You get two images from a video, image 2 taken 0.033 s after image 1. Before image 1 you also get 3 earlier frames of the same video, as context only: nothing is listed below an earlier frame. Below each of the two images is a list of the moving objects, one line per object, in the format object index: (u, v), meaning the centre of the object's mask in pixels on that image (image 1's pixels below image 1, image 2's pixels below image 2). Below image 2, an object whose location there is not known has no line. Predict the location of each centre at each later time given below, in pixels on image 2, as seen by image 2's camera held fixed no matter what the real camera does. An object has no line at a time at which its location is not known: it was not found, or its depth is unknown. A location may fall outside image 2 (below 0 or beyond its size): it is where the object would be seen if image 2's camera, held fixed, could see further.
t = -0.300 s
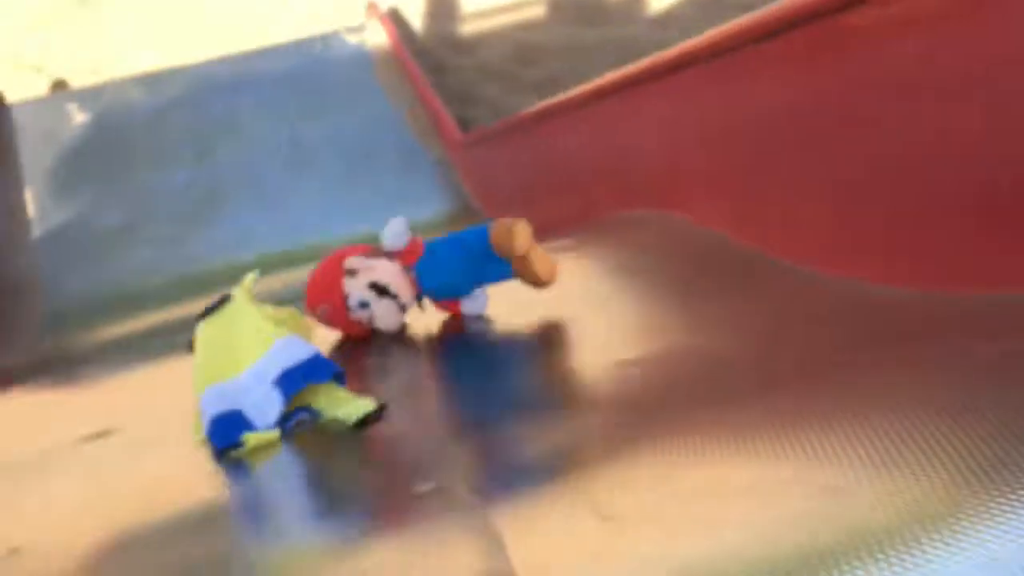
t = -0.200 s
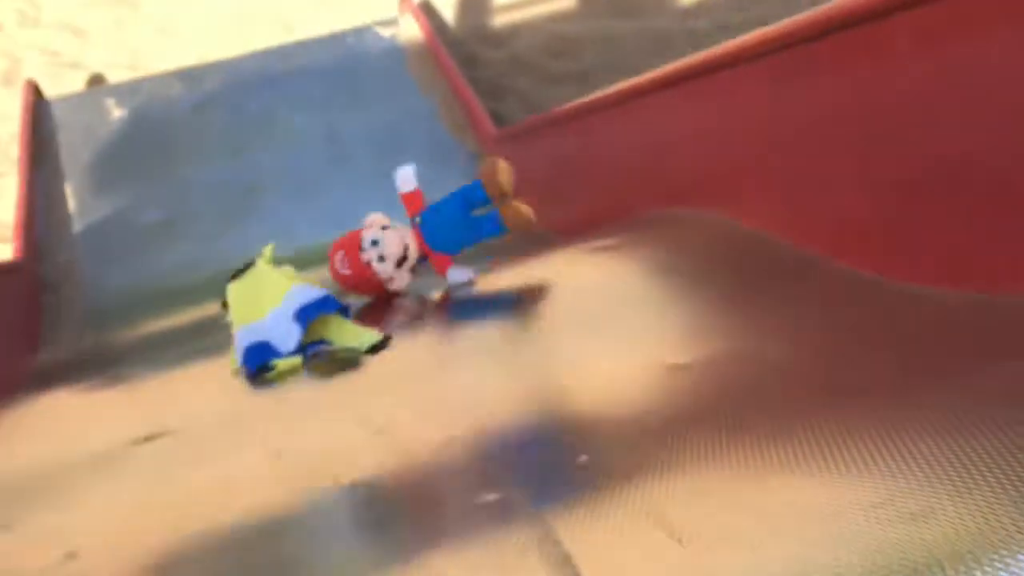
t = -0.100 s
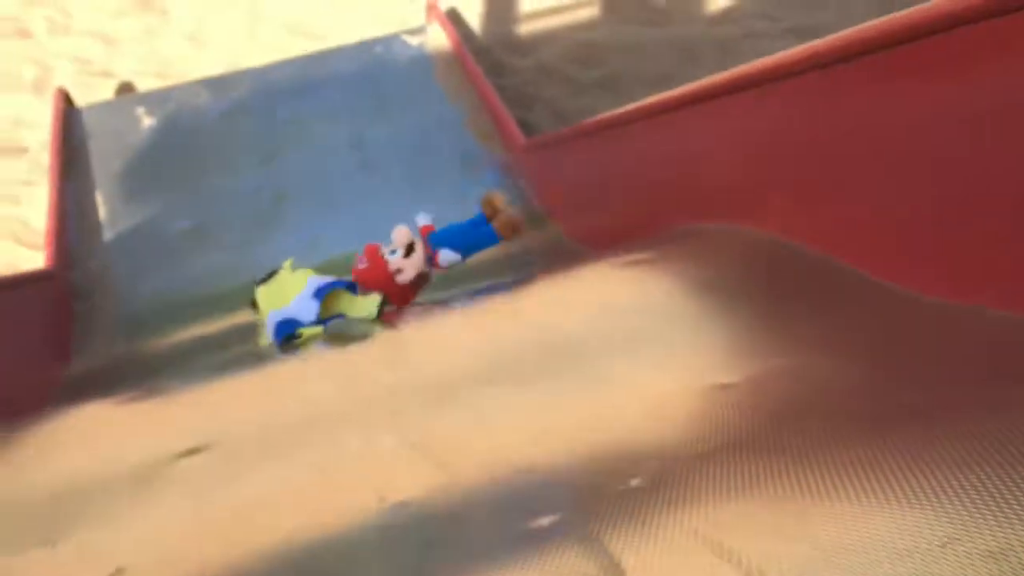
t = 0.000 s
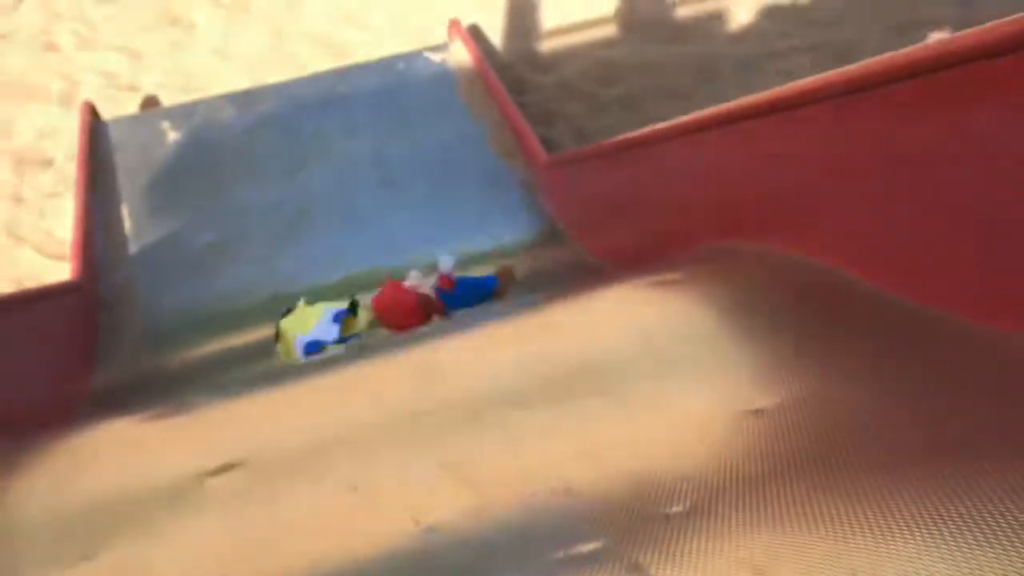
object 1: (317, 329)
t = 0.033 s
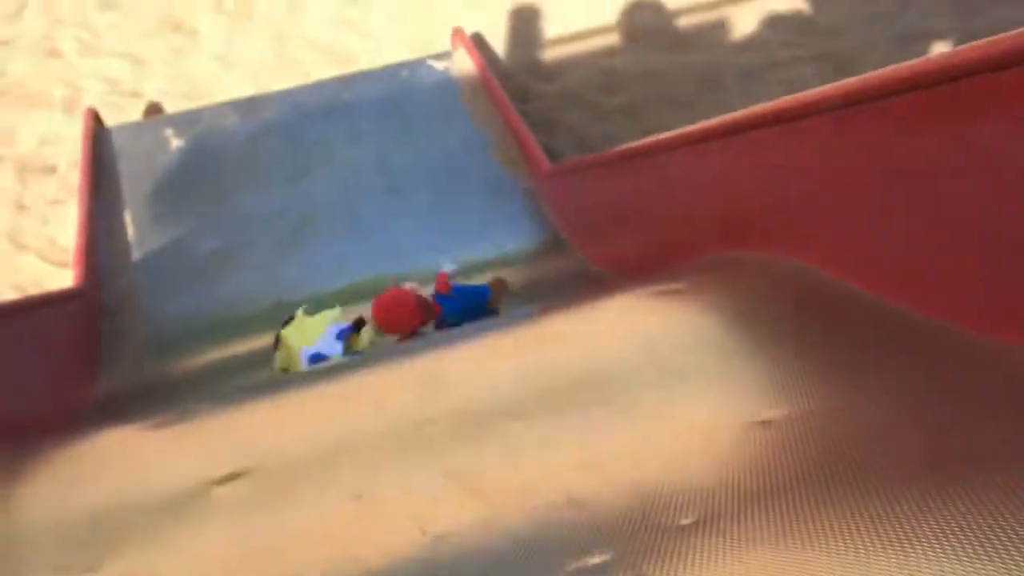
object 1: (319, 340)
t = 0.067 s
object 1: (310, 341)
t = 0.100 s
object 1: (308, 337)
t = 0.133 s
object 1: (301, 332)
